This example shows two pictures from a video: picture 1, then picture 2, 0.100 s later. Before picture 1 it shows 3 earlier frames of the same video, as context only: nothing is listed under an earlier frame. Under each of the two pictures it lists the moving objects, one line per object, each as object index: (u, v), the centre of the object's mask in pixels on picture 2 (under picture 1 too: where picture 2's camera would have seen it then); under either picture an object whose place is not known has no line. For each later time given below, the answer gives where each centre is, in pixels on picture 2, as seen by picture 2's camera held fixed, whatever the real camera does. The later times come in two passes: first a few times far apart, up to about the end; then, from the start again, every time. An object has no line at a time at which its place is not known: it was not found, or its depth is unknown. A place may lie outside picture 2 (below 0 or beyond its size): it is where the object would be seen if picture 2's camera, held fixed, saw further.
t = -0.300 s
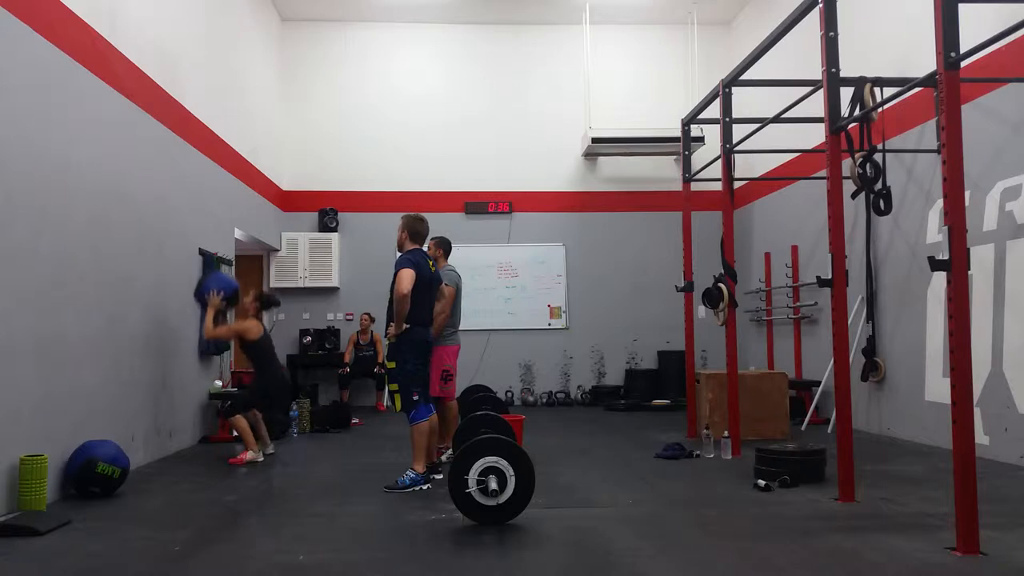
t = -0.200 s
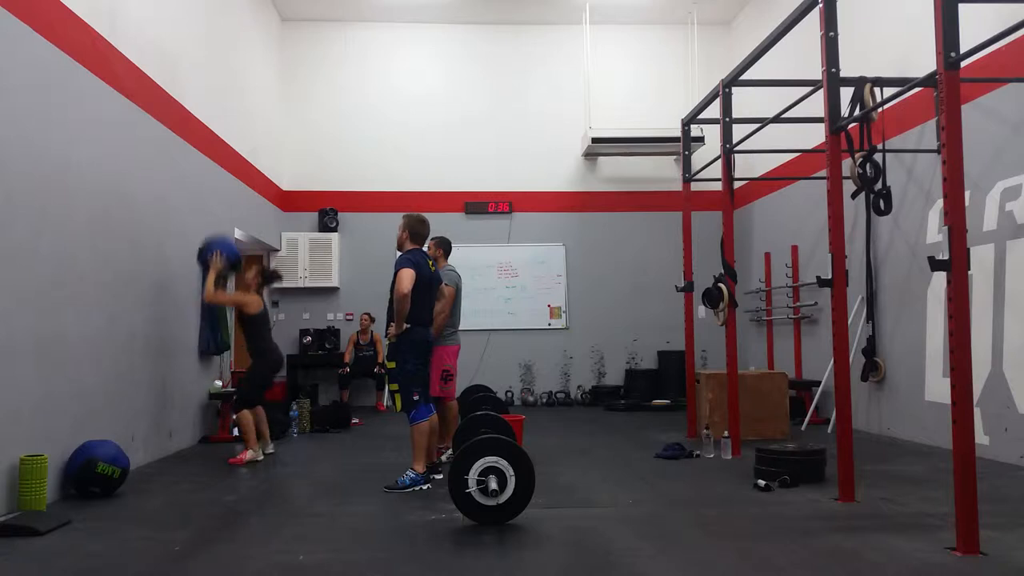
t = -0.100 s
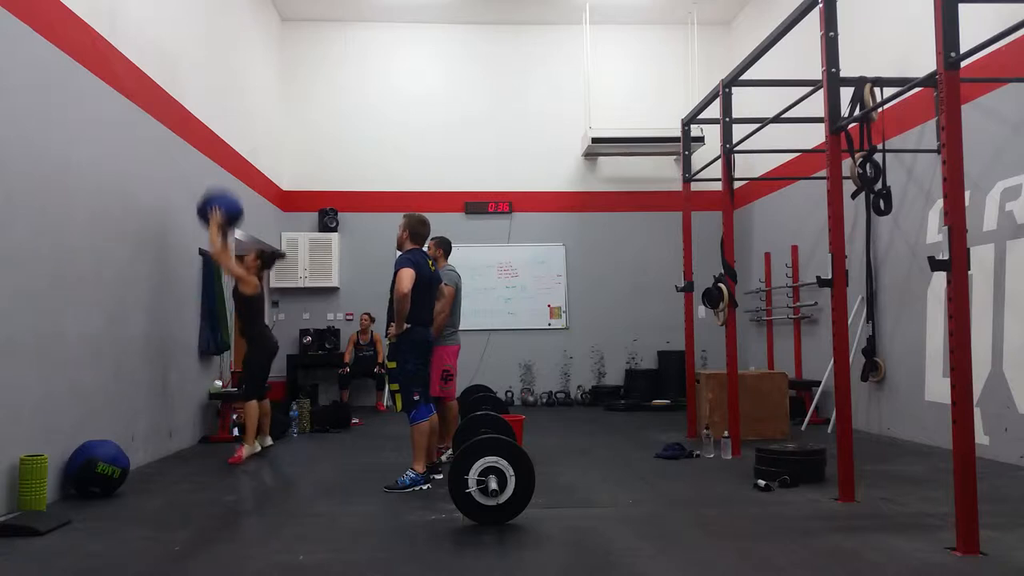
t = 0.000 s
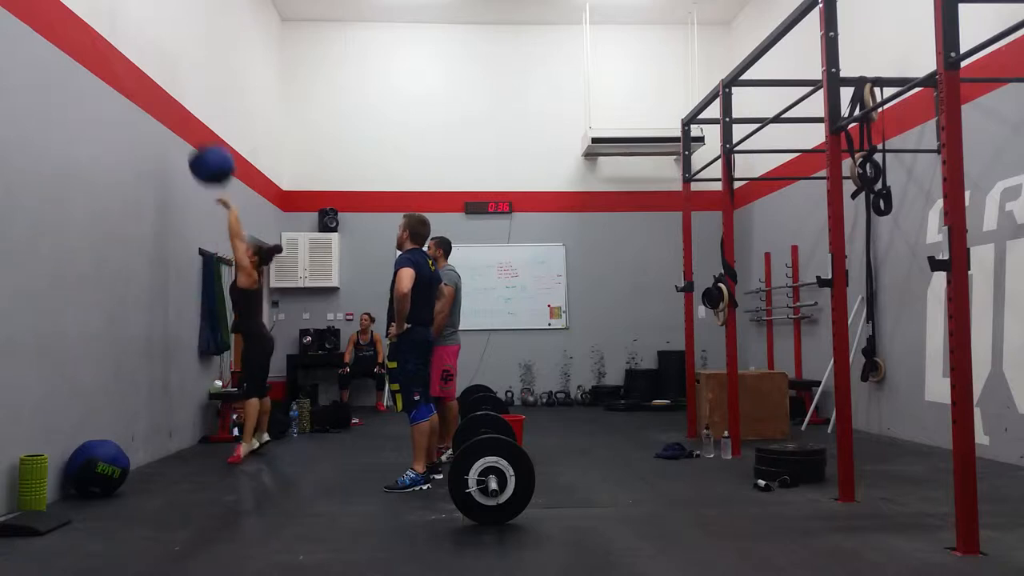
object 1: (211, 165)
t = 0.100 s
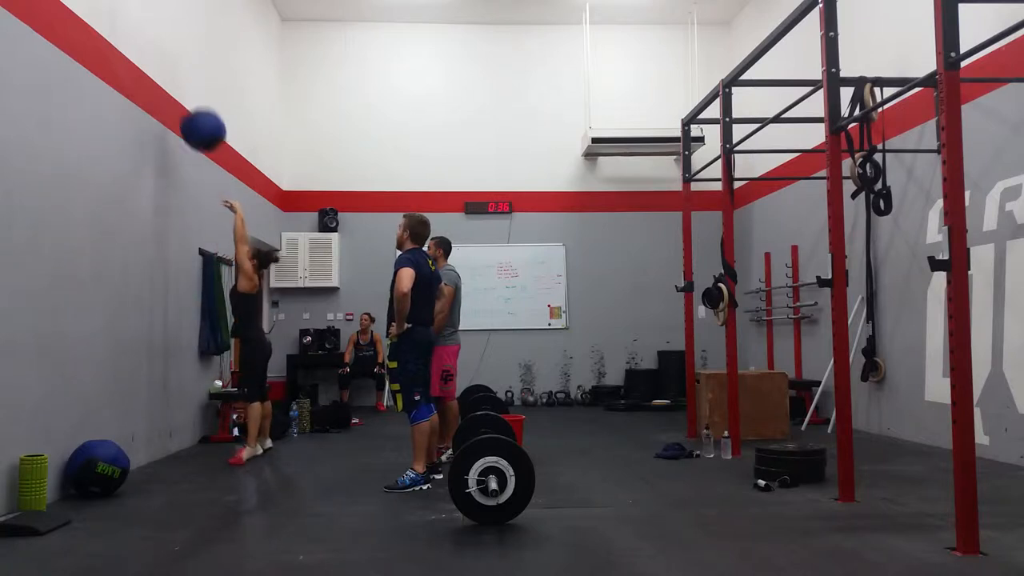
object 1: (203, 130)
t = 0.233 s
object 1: (191, 100)
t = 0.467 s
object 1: (188, 100)
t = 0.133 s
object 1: (200, 120)
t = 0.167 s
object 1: (197, 112)
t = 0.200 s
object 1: (194, 106)
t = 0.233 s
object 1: (191, 100)
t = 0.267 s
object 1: (188, 96)
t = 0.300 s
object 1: (185, 93)
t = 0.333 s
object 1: (182, 92)
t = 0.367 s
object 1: (181, 92)
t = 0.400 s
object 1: (184, 94)
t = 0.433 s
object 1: (186, 96)
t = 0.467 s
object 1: (188, 100)
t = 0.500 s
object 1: (190, 106)
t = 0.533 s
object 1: (192, 112)
